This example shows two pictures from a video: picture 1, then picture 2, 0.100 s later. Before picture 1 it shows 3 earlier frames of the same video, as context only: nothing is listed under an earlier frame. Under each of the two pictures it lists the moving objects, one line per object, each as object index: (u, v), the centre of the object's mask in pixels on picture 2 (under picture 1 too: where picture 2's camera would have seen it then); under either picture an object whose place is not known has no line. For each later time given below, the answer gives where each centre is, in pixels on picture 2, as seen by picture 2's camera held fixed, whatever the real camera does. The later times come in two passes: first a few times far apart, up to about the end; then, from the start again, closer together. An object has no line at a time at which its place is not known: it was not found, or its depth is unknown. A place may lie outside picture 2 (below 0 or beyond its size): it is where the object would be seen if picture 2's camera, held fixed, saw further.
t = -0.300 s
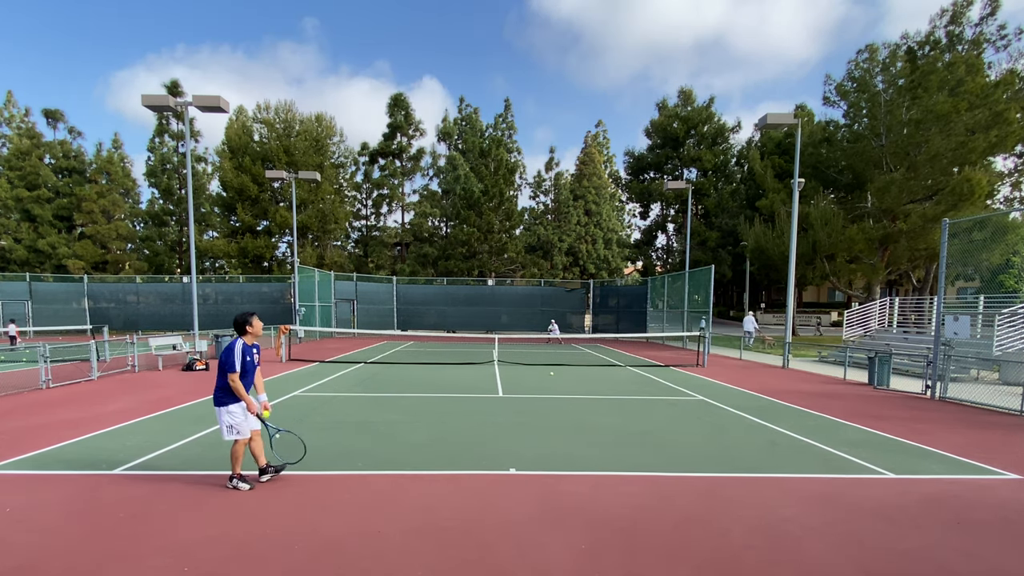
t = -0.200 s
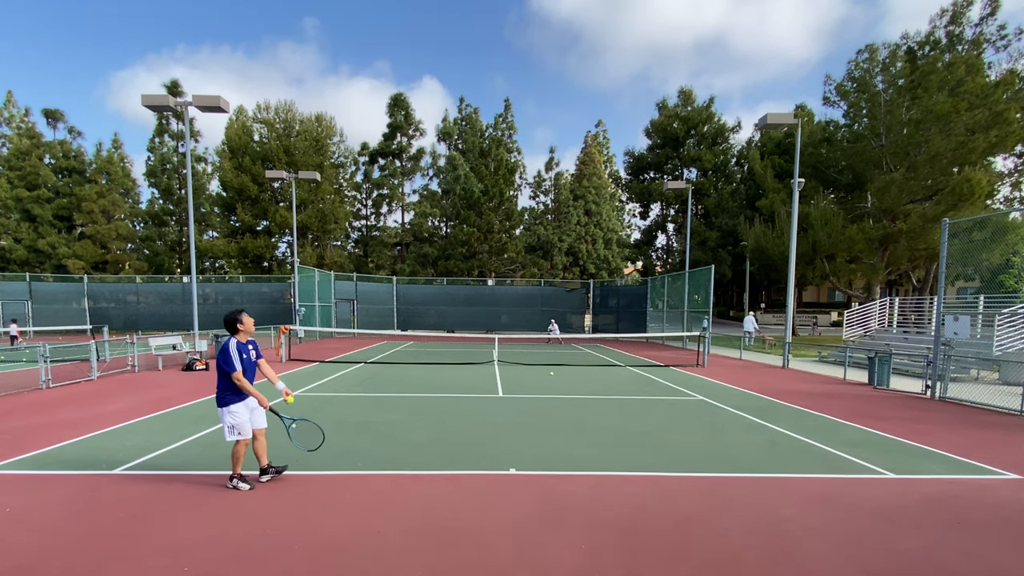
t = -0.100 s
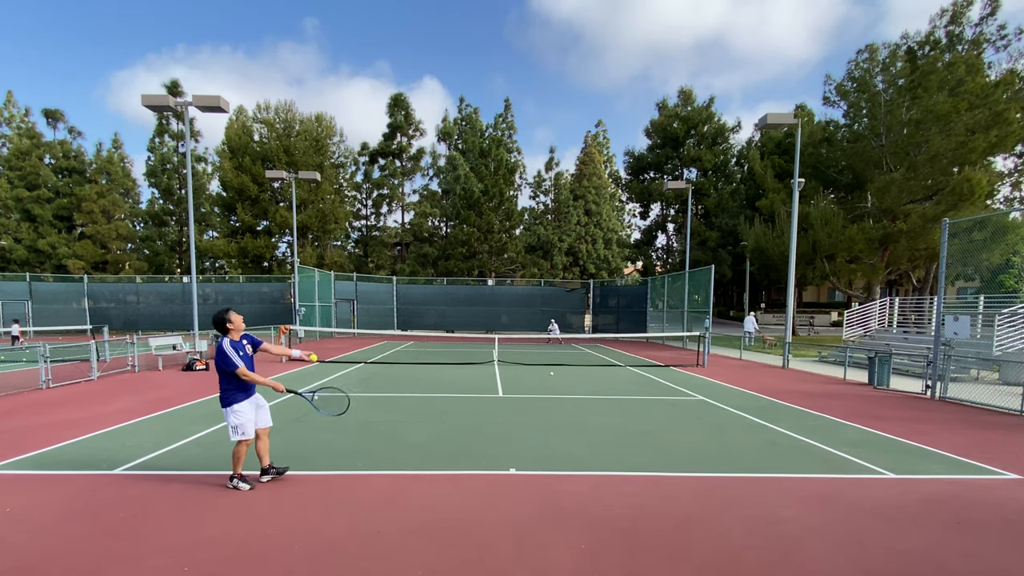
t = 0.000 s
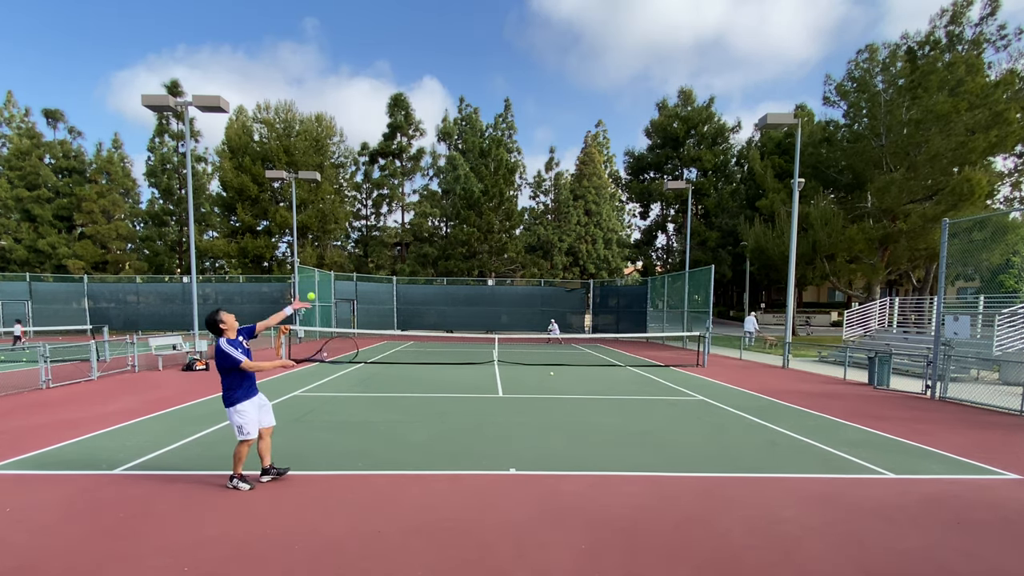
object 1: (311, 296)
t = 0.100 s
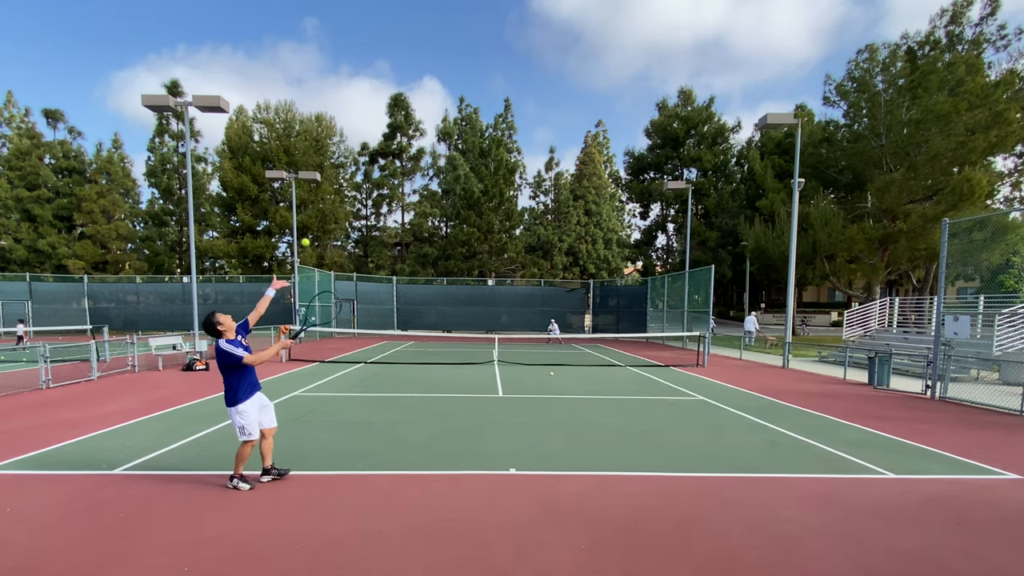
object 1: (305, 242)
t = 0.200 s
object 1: (300, 198)
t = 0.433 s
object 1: (289, 137)
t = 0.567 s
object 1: (284, 127)
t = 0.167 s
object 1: (301, 212)
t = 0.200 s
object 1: (300, 198)
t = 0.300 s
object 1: (295, 165)
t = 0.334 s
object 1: (294, 156)
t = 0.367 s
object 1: (292, 148)
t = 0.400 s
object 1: (290, 142)
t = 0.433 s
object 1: (289, 137)
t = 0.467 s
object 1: (287, 133)
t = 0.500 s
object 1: (285, 130)
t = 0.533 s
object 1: (285, 128)
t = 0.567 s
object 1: (284, 127)
